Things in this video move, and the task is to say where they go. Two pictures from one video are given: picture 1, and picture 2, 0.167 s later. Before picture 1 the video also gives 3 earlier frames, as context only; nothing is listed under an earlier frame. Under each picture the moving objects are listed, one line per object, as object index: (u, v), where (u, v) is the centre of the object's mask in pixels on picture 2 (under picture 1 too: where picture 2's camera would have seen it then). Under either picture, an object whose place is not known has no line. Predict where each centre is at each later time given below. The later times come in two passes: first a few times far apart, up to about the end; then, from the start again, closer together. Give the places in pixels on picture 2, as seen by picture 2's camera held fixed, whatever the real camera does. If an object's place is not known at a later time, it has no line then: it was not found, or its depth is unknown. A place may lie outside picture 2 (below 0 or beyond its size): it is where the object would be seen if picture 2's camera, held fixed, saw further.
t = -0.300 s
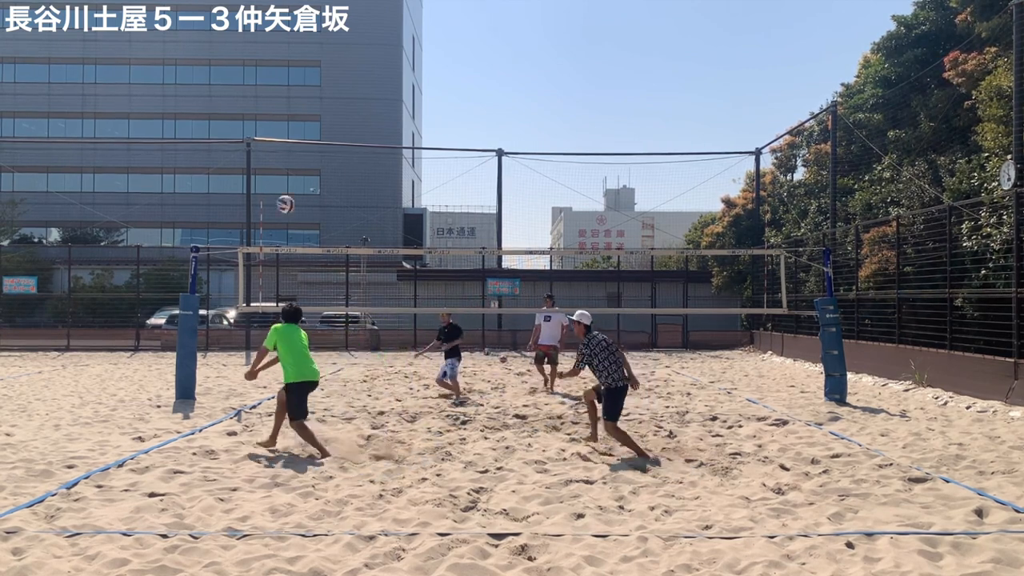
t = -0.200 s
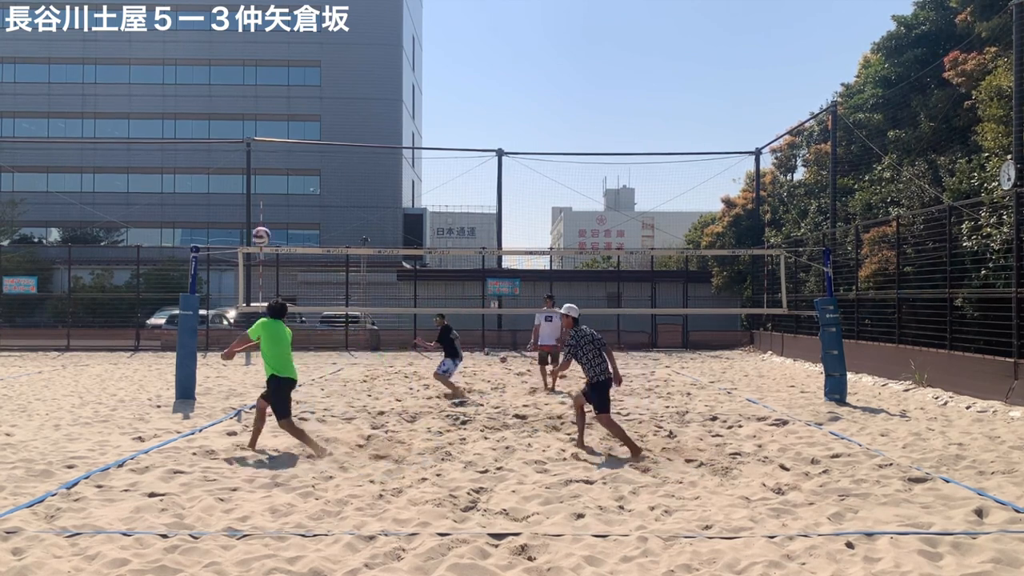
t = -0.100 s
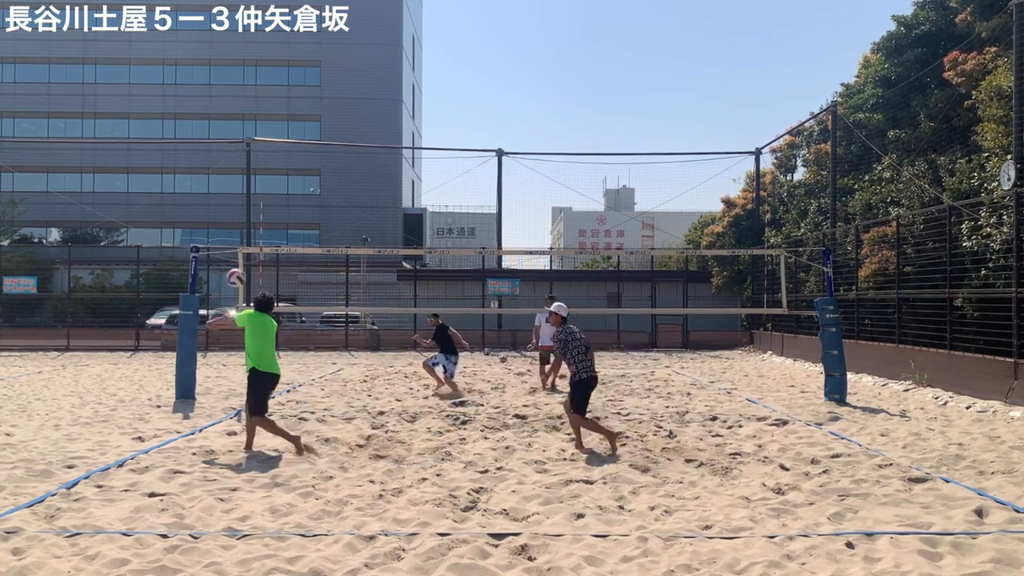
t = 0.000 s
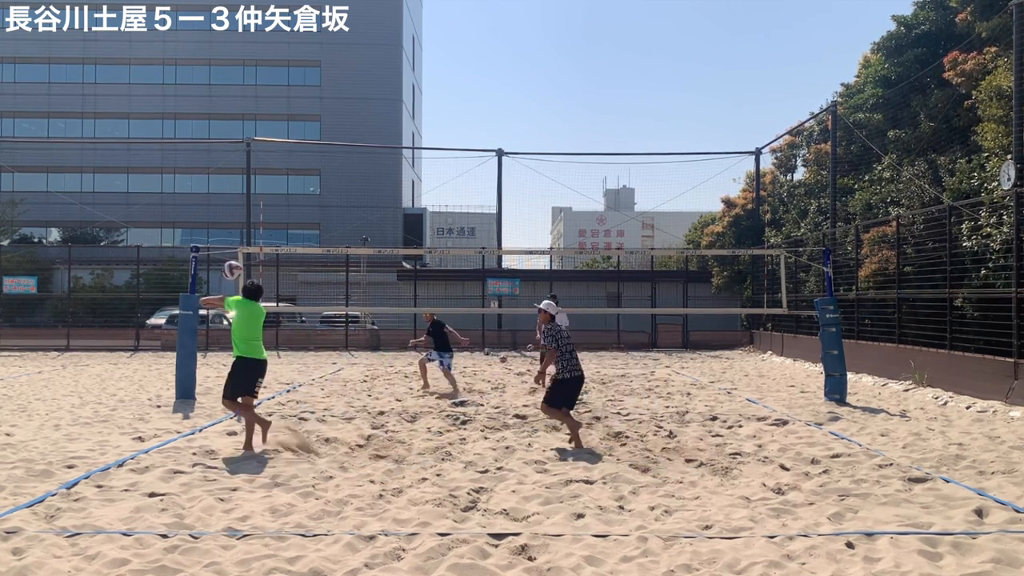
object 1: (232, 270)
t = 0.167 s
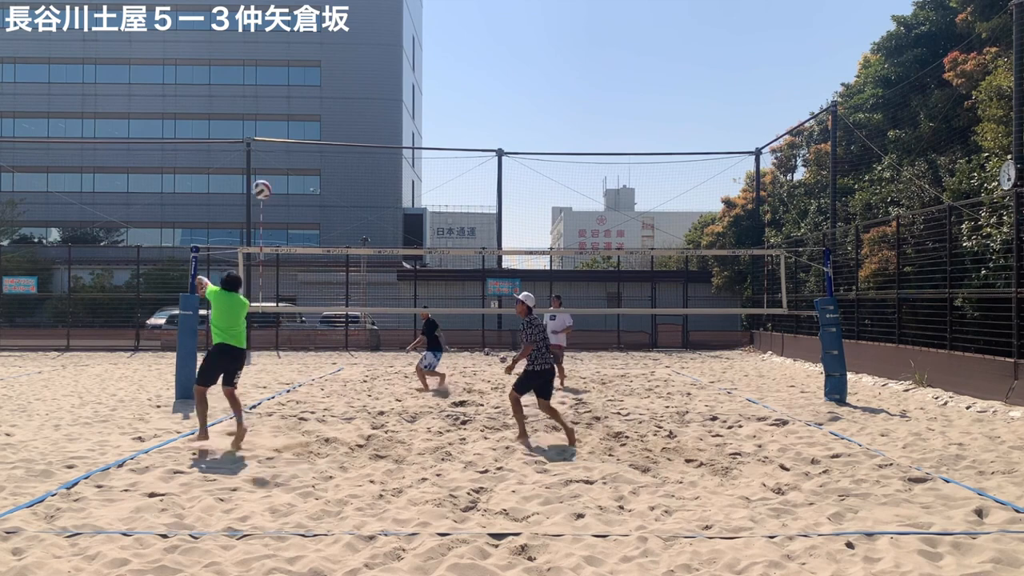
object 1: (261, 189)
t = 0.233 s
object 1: (272, 165)
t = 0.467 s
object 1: (310, 114)
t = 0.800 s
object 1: (360, 120)
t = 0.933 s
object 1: (377, 145)
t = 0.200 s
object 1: (266, 177)
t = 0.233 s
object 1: (272, 165)
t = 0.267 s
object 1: (277, 155)
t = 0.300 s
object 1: (283, 145)
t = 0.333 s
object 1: (288, 137)
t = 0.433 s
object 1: (305, 118)
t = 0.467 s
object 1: (310, 114)
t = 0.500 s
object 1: (315, 110)
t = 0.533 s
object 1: (320, 108)
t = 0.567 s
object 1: (325, 107)
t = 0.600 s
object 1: (330, 106)
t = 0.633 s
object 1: (335, 106)
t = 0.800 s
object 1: (360, 120)
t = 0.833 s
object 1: (364, 125)
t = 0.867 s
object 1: (369, 131)
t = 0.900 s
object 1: (373, 138)
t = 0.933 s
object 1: (377, 145)
